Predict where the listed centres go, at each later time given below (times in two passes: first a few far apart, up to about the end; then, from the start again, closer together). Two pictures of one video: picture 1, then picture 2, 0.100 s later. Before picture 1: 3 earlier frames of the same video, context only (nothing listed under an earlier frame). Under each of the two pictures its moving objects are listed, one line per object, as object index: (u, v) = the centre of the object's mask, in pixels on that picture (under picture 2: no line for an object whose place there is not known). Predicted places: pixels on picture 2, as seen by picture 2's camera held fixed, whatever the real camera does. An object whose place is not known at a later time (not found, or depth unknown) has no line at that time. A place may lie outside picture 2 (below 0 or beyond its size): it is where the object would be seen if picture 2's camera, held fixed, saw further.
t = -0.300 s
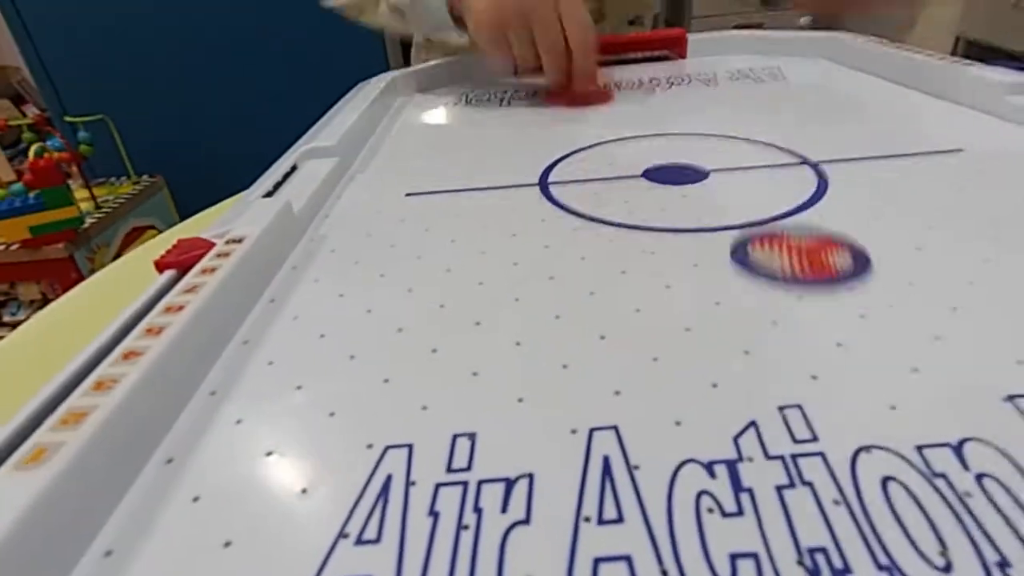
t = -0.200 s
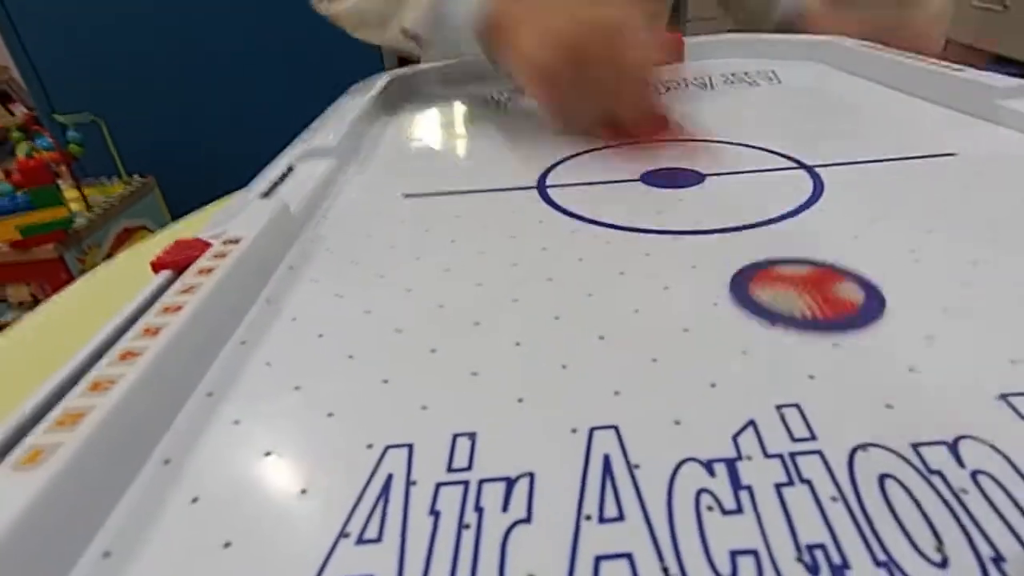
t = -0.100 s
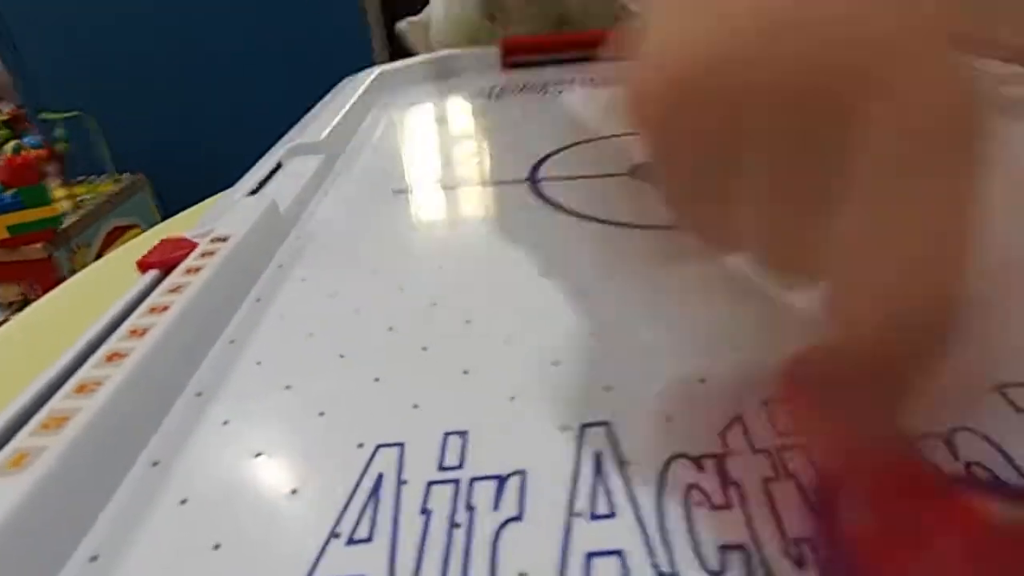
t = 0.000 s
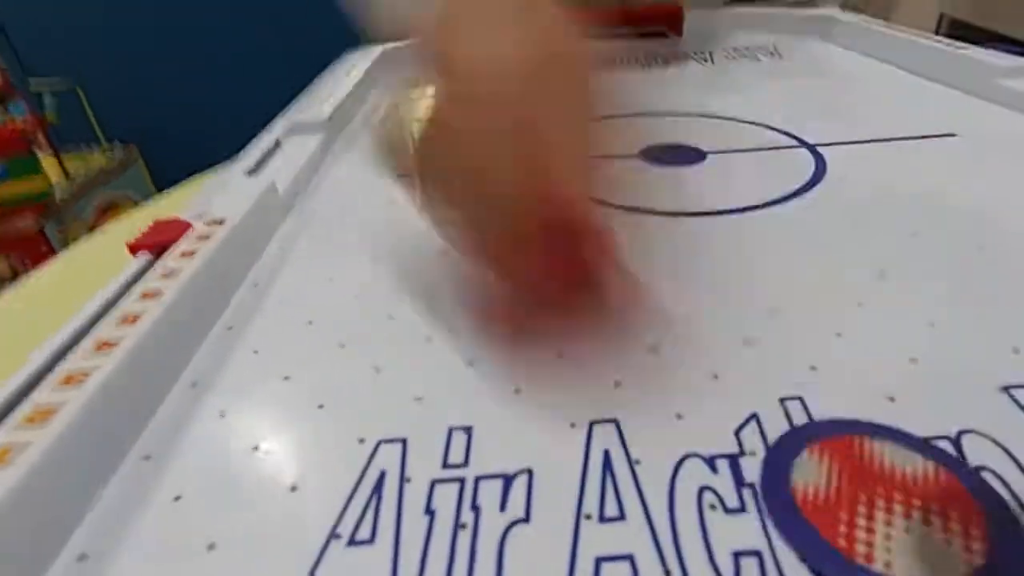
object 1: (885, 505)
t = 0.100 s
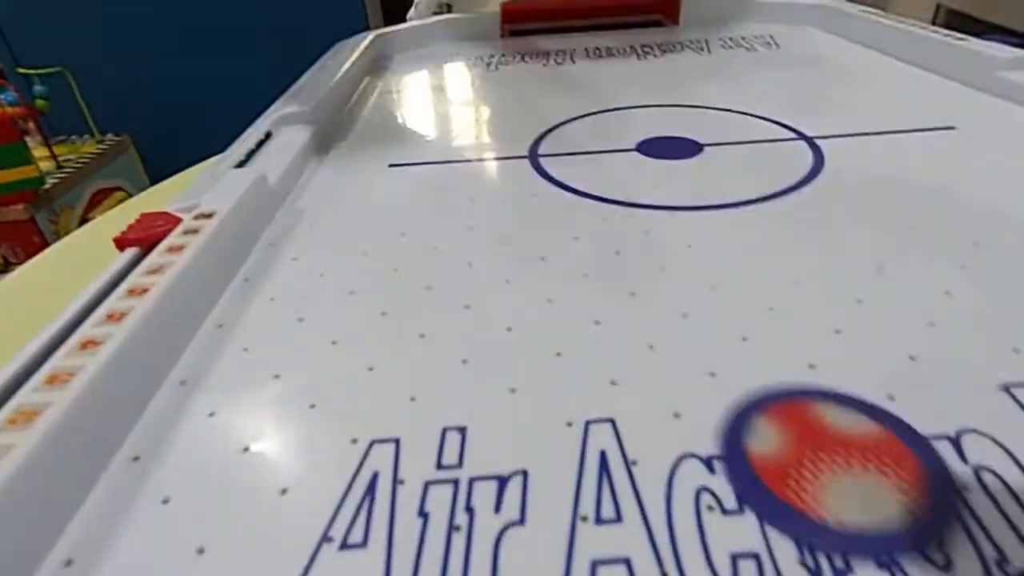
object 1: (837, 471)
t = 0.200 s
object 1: (812, 450)
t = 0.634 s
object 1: (652, 360)
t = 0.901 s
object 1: (580, 328)
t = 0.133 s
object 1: (825, 463)
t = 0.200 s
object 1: (812, 450)
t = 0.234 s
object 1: (801, 443)
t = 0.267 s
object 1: (790, 435)
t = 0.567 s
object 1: (679, 374)
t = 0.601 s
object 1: (665, 367)
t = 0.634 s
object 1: (652, 360)
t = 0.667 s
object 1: (642, 355)
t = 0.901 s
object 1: (580, 328)
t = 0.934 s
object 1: (571, 325)
